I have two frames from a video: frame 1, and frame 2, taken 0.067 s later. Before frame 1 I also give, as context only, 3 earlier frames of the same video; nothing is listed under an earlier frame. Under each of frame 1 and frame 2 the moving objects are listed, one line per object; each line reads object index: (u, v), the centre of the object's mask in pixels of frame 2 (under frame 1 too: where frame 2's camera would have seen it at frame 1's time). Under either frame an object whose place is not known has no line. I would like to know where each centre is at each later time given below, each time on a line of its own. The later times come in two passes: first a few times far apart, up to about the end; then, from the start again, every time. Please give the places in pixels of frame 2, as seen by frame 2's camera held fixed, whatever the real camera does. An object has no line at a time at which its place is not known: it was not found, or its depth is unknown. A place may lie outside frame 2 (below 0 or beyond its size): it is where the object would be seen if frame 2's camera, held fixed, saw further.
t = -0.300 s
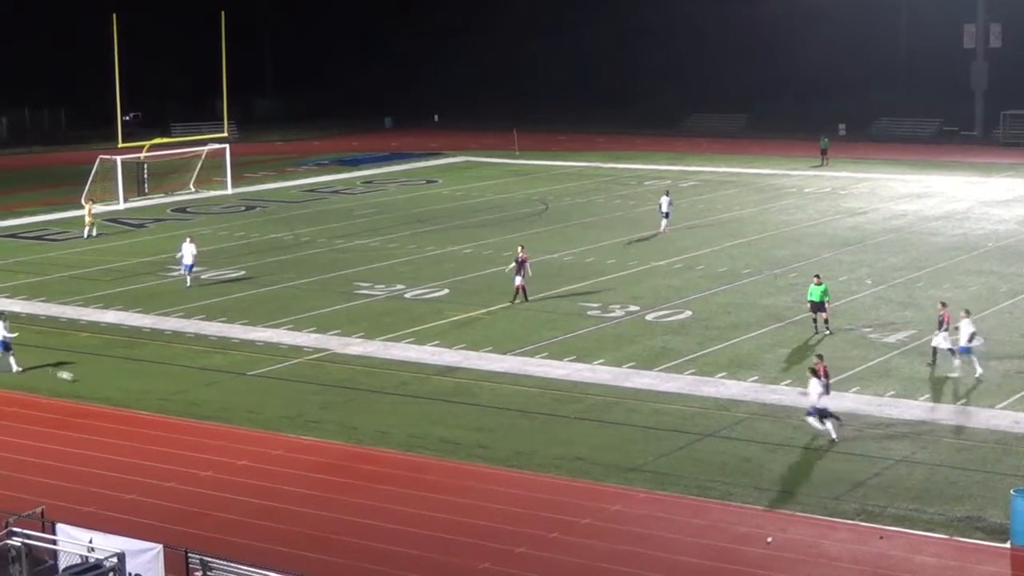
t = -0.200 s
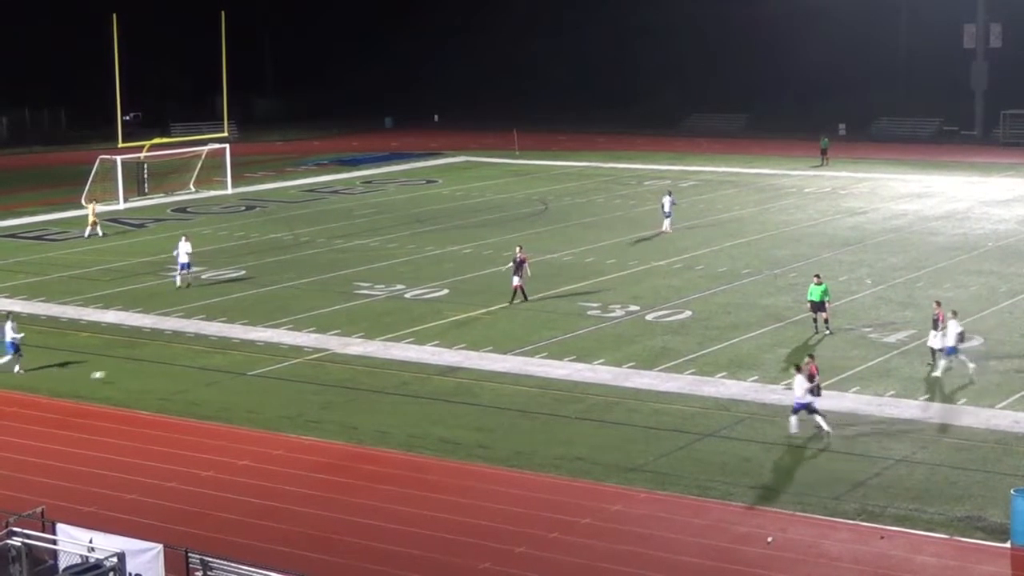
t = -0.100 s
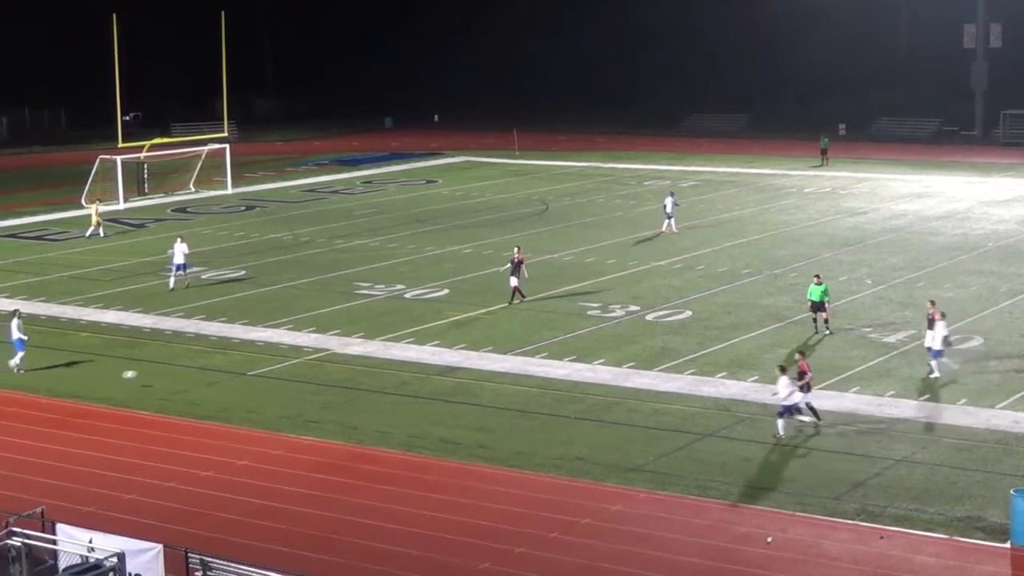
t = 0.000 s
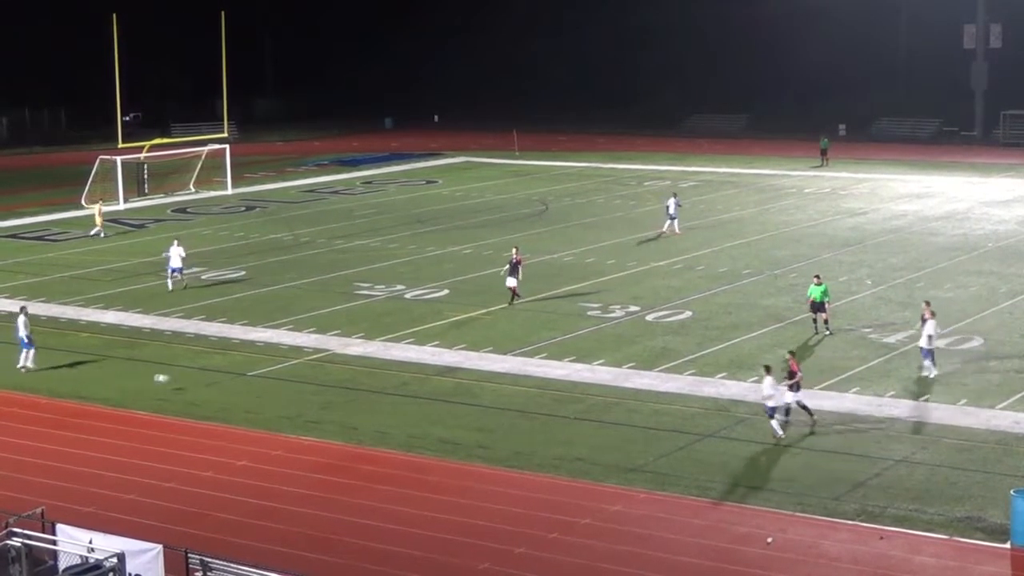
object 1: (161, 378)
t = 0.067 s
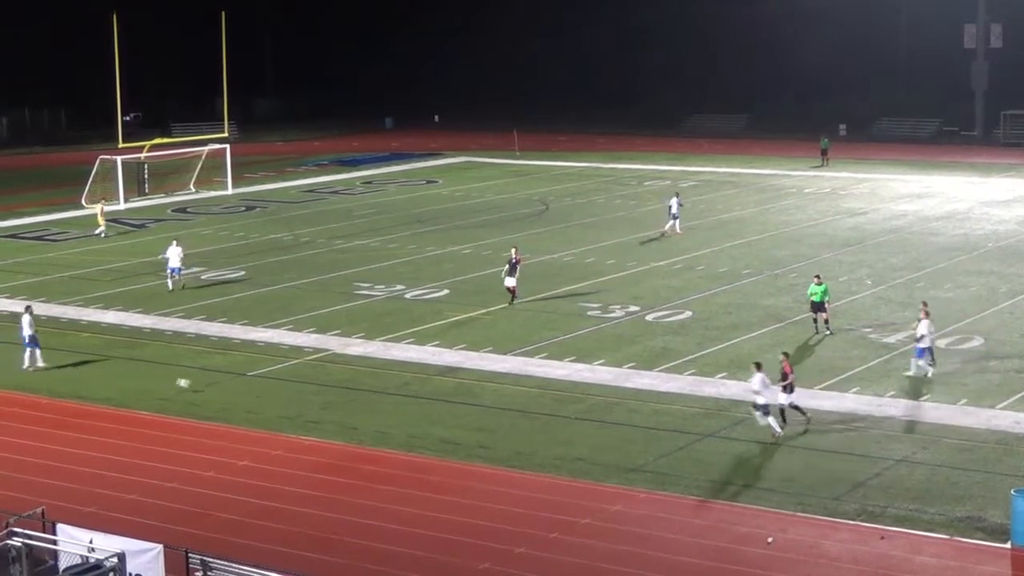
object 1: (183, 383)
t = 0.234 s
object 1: (233, 389)
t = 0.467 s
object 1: (296, 397)
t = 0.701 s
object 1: (351, 402)
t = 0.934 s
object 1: (403, 407)
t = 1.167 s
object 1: (456, 413)
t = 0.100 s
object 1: (193, 386)
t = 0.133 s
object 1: (204, 389)
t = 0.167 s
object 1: (214, 390)
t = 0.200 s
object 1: (223, 390)
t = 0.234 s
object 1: (233, 389)
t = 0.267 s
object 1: (242, 389)
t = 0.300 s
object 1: (250, 390)
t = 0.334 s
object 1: (260, 392)
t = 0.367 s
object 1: (270, 393)
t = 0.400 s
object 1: (279, 396)
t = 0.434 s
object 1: (288, 397)
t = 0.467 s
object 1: (296, 397)
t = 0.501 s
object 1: (304, 397)
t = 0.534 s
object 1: (312, 398)
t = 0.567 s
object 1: (320, 399)
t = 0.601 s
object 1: (328, 401)
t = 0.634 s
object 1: (336, 402)
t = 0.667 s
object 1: (343, 403)
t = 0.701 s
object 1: (351, 402)
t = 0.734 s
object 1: (358, 402)
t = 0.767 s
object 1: (365, 403)
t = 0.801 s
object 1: (373, 404)
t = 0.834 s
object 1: (381, 405)
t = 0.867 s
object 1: (389, 407)
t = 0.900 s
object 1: (396, 407)
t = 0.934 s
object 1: (403, 407)
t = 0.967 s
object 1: (412, 407)
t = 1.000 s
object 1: (419, 408)
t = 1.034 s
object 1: (426, 409)
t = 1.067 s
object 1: (434, 411)
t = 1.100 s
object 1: (441, 411)
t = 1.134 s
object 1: (448, 411)
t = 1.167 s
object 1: (456, 413)
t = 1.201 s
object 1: (463, 414)
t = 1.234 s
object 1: (471, 414)
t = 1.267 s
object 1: (478, 414)
